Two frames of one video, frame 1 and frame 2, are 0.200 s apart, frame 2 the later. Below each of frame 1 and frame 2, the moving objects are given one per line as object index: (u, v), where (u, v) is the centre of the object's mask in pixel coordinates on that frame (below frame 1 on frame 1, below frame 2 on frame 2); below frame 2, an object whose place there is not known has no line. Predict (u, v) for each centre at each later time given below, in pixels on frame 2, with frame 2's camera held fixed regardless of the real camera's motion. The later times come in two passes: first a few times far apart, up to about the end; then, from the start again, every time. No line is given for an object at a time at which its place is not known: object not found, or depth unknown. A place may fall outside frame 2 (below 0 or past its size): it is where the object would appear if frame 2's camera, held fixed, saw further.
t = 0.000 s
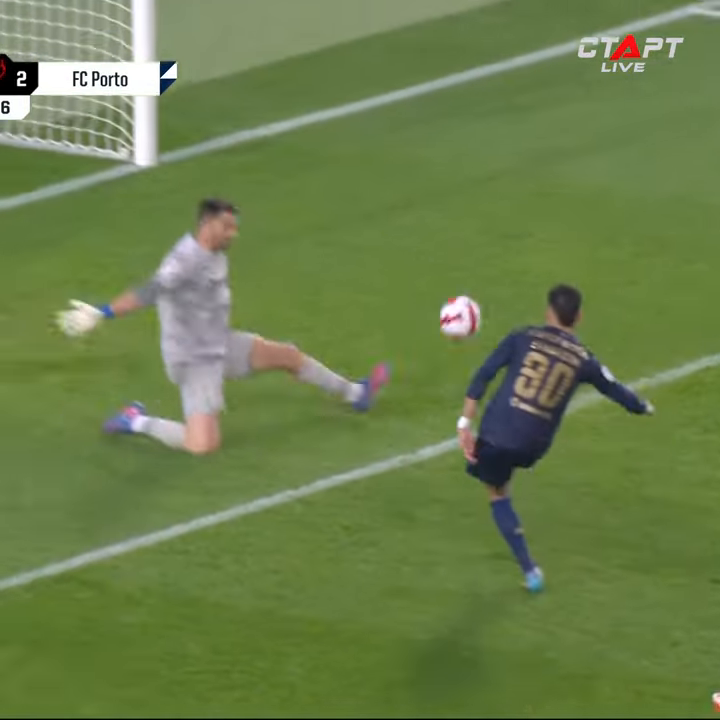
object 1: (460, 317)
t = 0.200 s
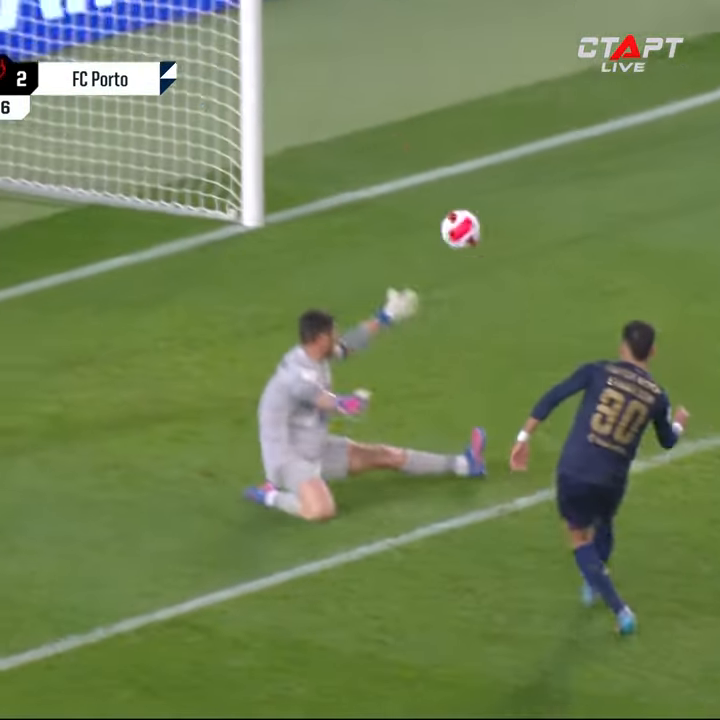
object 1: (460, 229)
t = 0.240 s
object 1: (451, 216)
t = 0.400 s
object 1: (402, 165)
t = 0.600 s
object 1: (349, 117)
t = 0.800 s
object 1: (294, 78)
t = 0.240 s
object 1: (451, 216)
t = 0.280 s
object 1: (434, 198)
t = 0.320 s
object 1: (424, 186)
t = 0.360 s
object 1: (413, 176)
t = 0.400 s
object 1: (402, 165)
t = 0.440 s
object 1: (392, 154)
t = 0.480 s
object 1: (381, 144)
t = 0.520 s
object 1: (370, 134)
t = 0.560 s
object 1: (360, 125)
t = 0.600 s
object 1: (349, 117)
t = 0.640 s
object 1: (338, 109)
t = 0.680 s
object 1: (327, 101)
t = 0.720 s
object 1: (316, 94)
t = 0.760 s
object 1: (305, 86)
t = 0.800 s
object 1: (294, 78)
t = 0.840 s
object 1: (283, 72)
